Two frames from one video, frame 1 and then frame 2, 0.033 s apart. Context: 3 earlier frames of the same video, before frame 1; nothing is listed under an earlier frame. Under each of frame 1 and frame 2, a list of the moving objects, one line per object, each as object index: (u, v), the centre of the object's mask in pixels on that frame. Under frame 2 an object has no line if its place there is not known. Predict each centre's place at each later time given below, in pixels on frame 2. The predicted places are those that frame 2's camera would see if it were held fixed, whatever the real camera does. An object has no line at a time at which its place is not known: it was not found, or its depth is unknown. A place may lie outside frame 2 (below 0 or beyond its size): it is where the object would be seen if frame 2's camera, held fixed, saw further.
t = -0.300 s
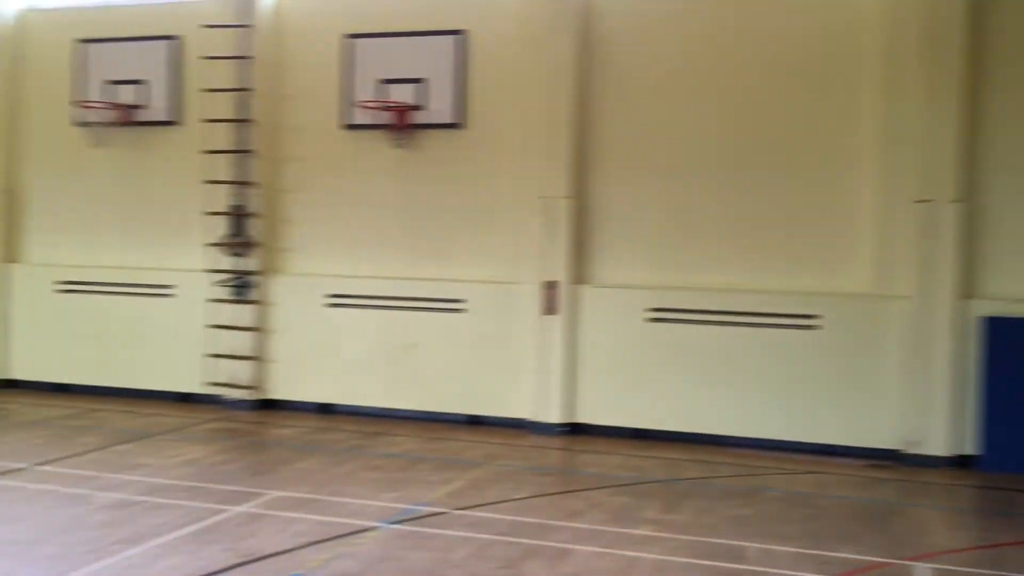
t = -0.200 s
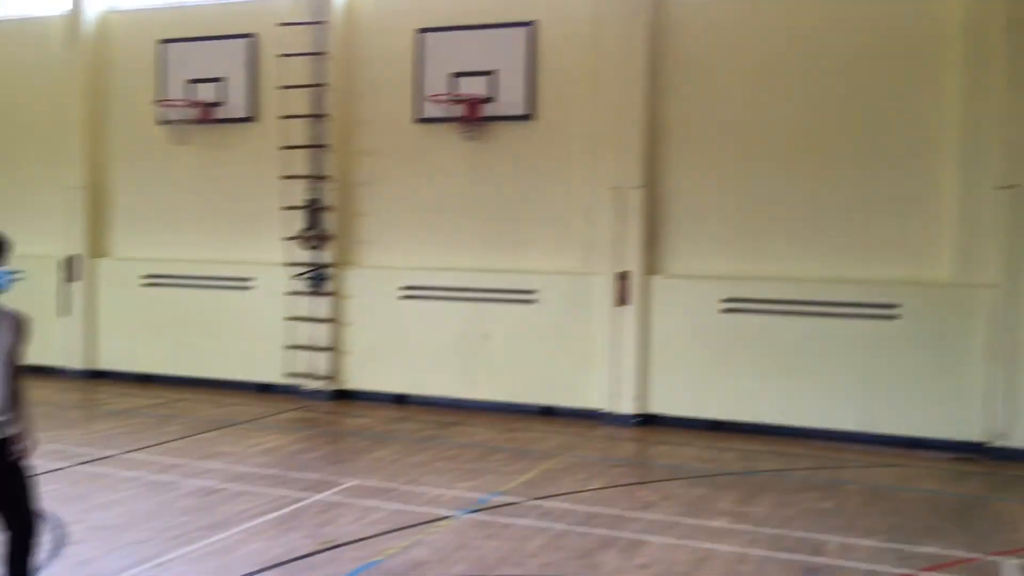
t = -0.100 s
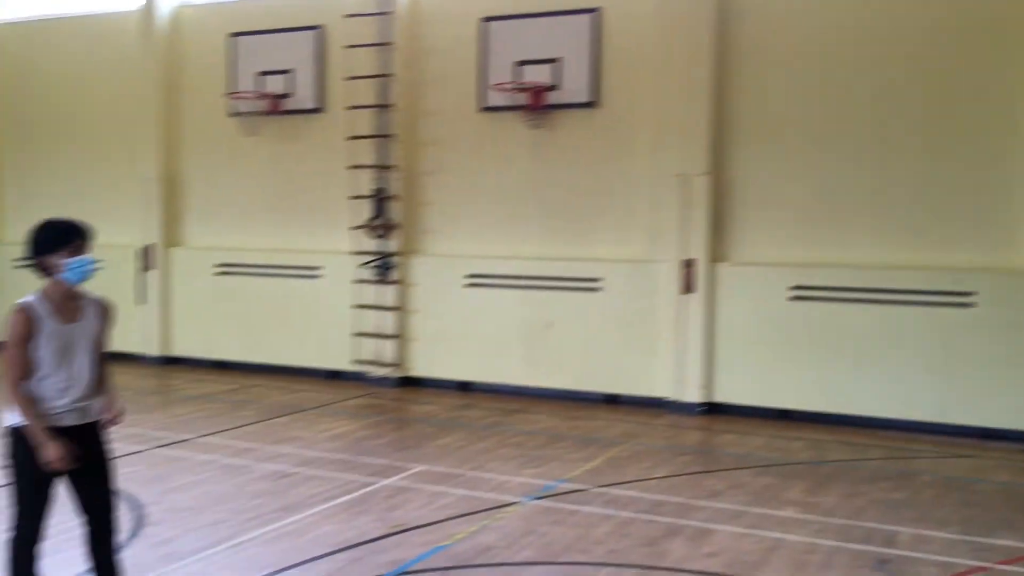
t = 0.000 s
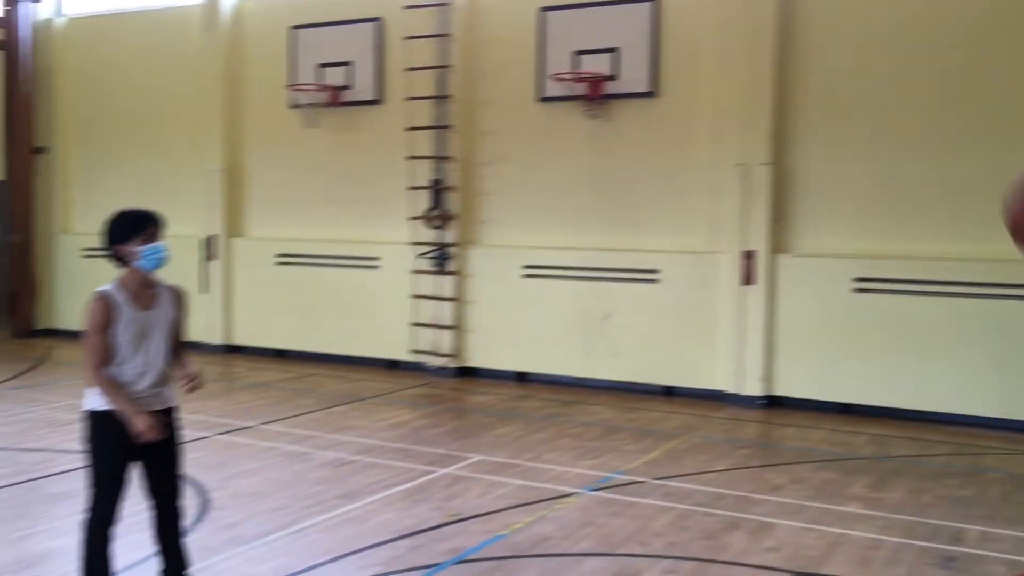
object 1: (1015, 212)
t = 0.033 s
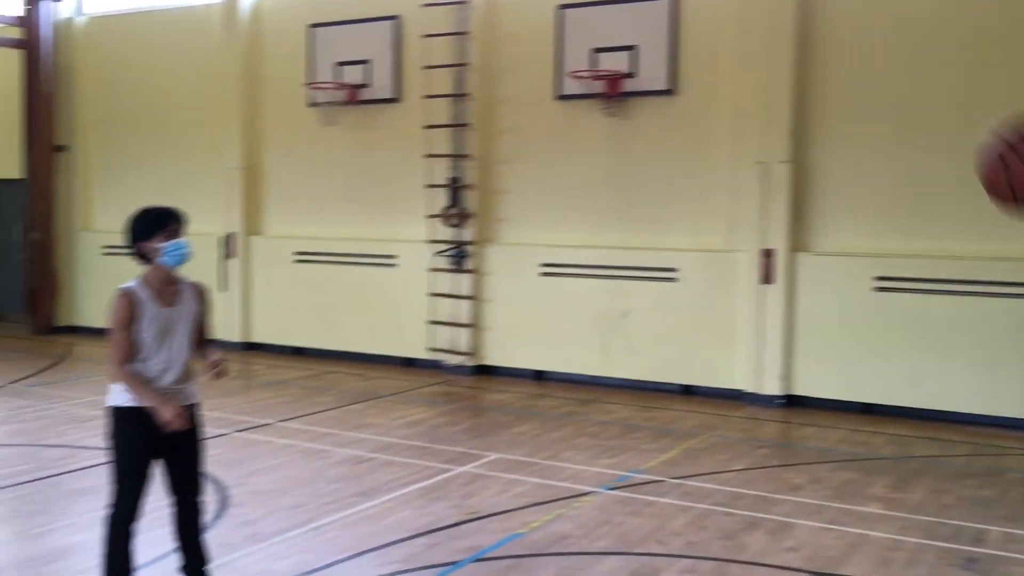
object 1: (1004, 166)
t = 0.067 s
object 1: (968, 124)
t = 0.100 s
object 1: (930, 89)
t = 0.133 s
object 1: (887, 60)
